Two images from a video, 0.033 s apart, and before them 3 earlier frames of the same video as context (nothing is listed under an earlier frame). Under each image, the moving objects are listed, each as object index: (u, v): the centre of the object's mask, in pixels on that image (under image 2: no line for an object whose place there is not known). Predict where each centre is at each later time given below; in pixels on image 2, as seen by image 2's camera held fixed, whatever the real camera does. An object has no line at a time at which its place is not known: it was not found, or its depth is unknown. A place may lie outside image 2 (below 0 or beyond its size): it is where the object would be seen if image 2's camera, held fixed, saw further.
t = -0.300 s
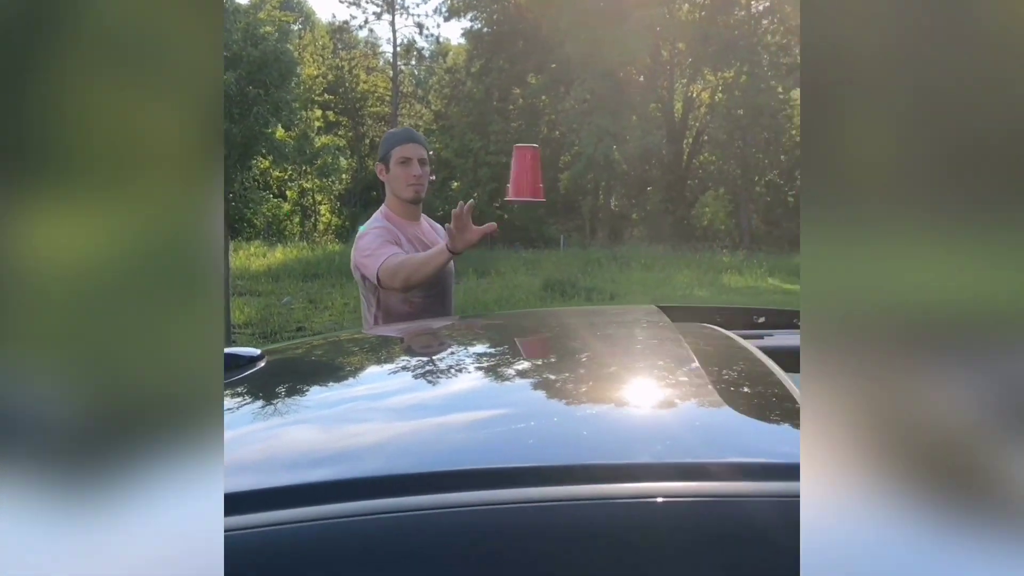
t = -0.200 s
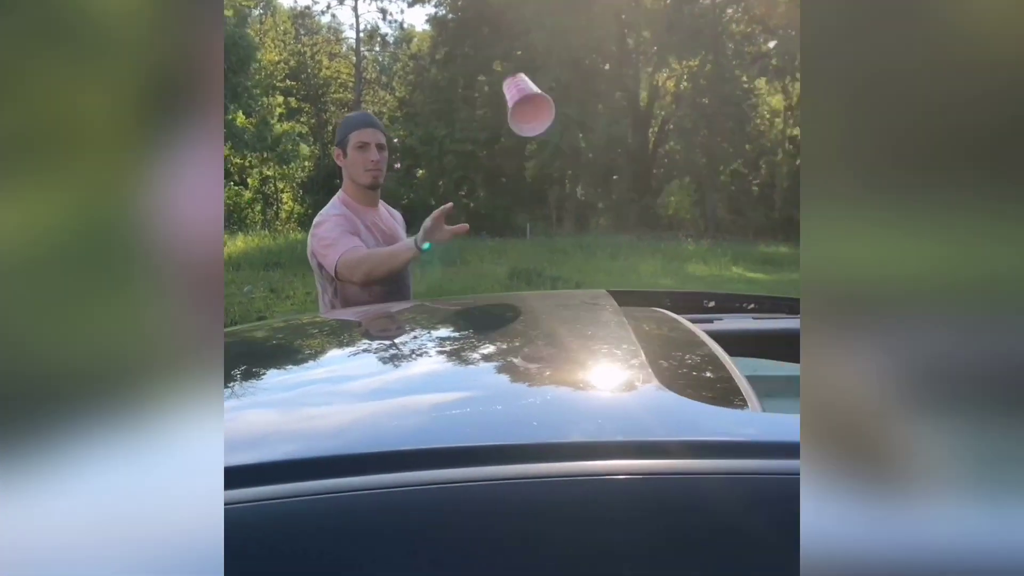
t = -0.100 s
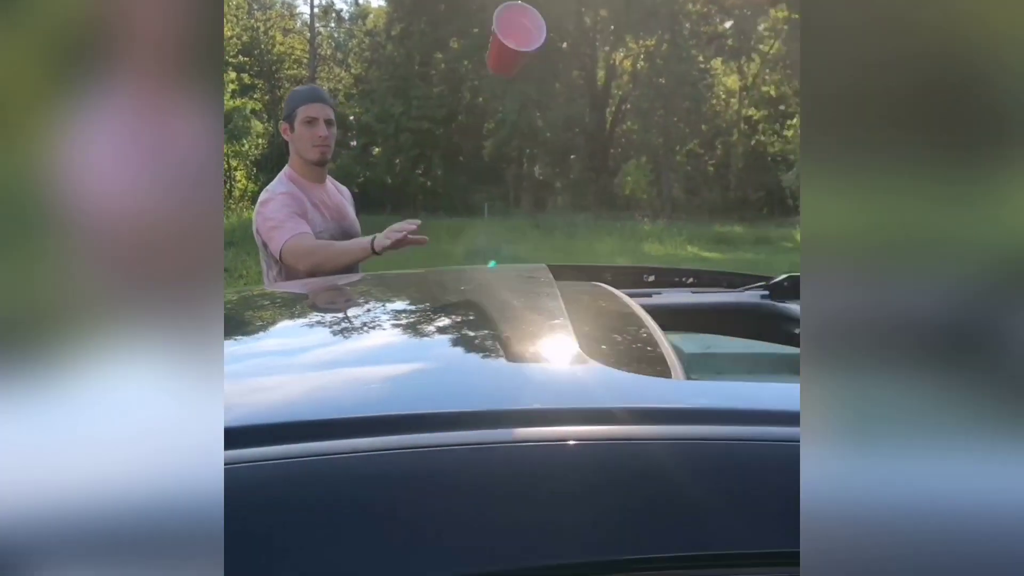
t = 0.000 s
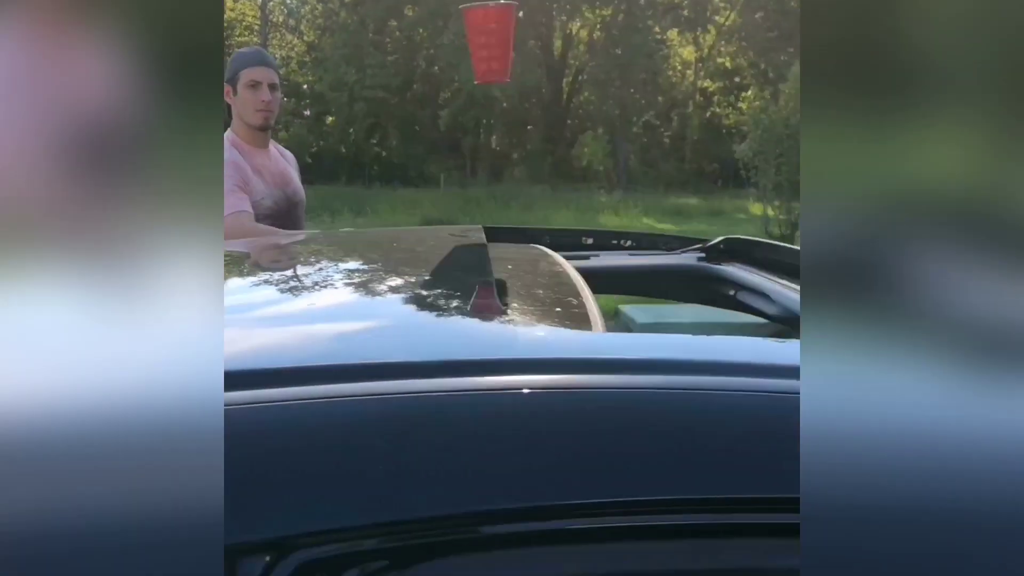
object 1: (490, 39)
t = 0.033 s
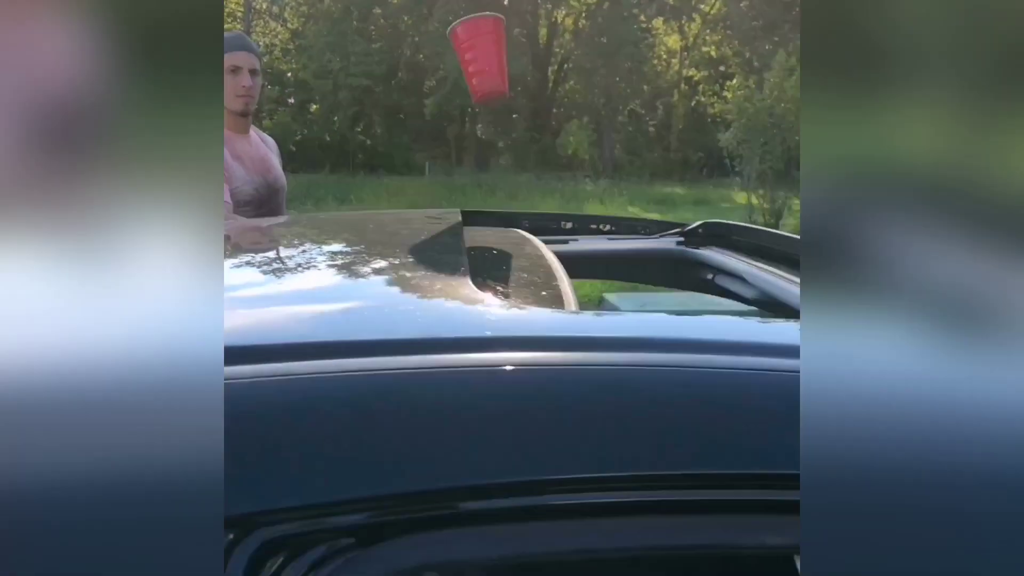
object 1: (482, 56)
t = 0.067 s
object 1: (492, 100)
